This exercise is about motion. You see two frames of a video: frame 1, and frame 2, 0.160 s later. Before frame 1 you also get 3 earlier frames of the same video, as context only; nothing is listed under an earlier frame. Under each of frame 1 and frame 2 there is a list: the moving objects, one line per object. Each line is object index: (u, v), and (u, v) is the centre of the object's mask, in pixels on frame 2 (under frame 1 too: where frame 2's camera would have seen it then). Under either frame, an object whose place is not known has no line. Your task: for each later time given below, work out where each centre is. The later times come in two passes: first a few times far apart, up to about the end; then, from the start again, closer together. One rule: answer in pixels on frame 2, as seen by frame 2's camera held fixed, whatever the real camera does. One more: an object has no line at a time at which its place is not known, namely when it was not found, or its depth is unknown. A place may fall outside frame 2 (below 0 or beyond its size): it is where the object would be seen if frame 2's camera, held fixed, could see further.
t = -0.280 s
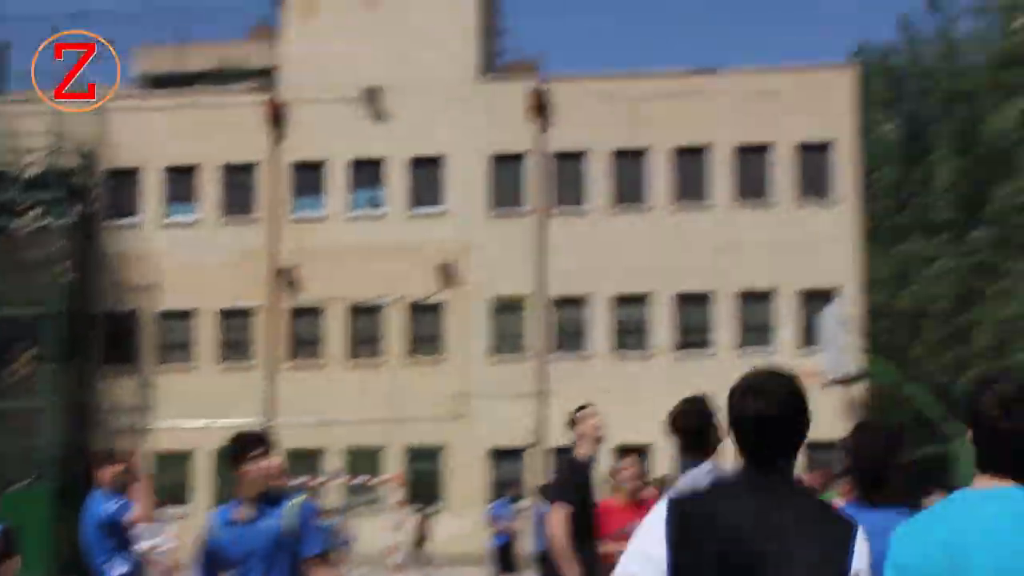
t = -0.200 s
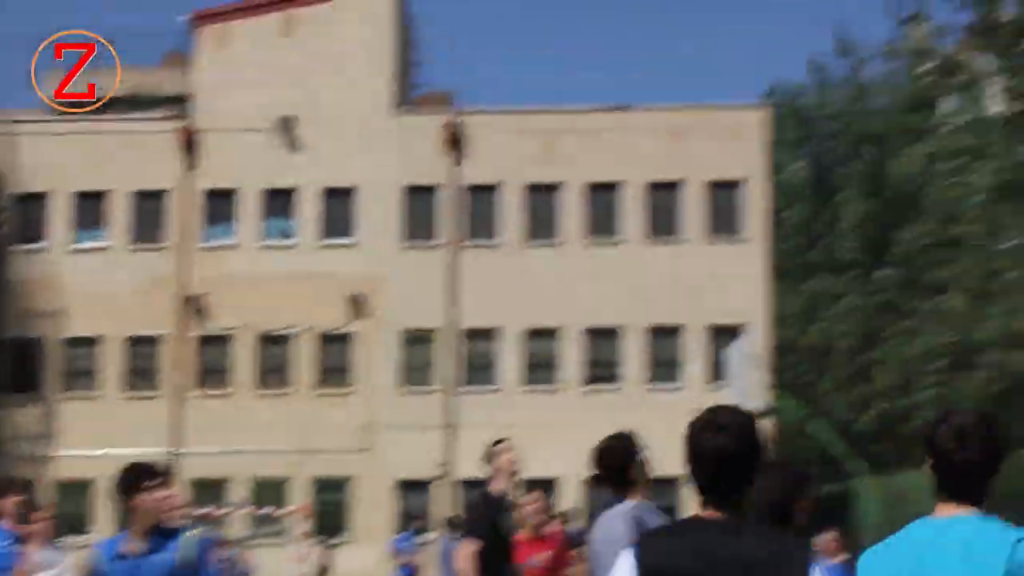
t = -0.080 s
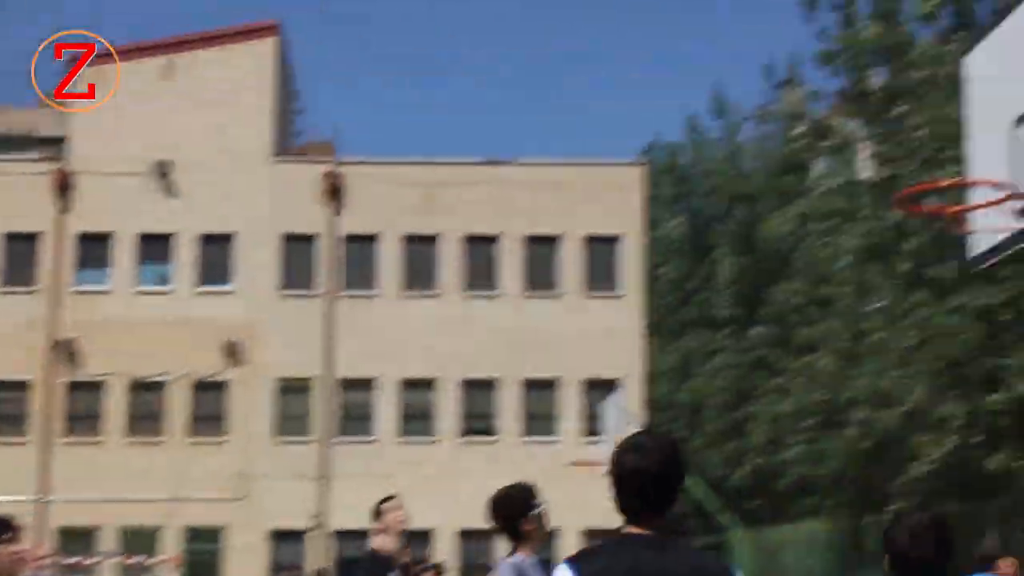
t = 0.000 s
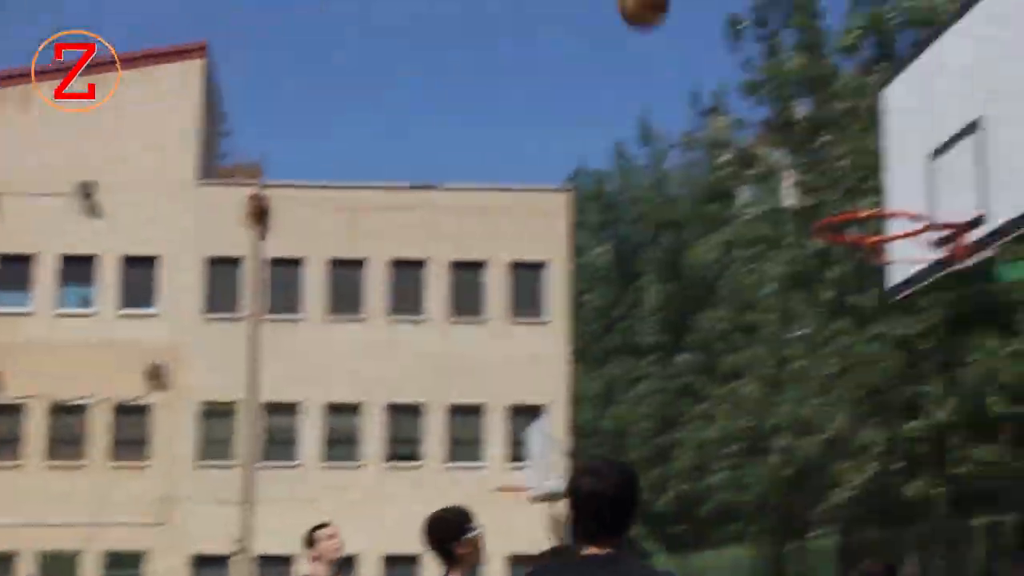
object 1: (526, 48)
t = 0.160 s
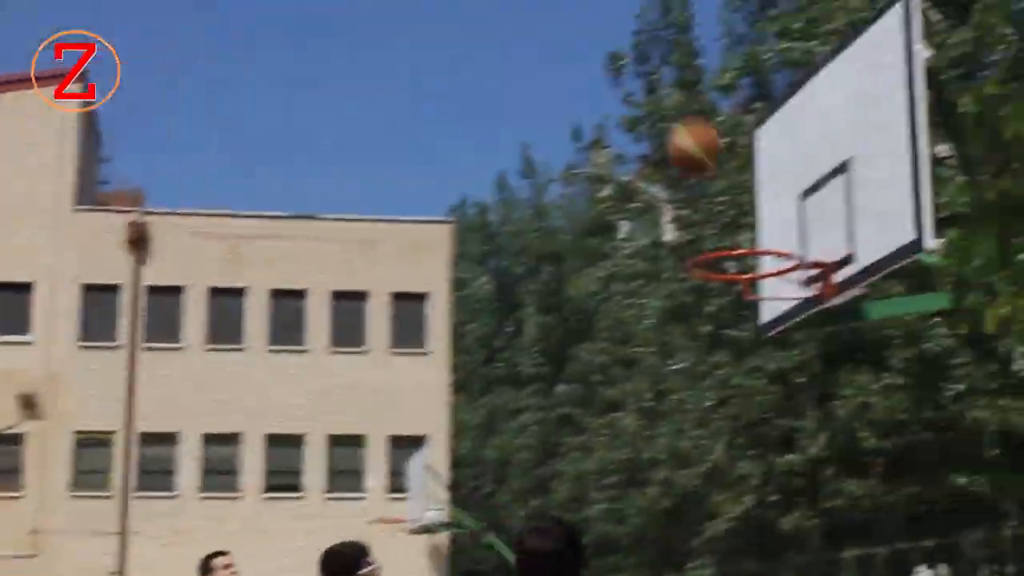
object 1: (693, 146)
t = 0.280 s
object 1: (799, 207)
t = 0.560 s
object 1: (790, 25)
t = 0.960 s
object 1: (782, 68)
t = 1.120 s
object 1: (783, 182)
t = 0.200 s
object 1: (739, 187)
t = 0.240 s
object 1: (788, 230)
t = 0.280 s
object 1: (799, 207)
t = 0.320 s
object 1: (802, 167)
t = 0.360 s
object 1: (799, 132)
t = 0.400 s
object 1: (797, 102)
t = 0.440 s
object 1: (794, 75)
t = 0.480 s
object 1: (793, 54)
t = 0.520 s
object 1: (792, 38)
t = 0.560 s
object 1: (790, 25)
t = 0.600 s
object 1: (788, 23)
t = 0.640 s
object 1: (785, 25)
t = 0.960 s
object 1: (782, 68)
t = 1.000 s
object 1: (784, 81)
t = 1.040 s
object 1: (783, 110)
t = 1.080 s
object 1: (783, 145)
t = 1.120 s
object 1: (783, 182)
